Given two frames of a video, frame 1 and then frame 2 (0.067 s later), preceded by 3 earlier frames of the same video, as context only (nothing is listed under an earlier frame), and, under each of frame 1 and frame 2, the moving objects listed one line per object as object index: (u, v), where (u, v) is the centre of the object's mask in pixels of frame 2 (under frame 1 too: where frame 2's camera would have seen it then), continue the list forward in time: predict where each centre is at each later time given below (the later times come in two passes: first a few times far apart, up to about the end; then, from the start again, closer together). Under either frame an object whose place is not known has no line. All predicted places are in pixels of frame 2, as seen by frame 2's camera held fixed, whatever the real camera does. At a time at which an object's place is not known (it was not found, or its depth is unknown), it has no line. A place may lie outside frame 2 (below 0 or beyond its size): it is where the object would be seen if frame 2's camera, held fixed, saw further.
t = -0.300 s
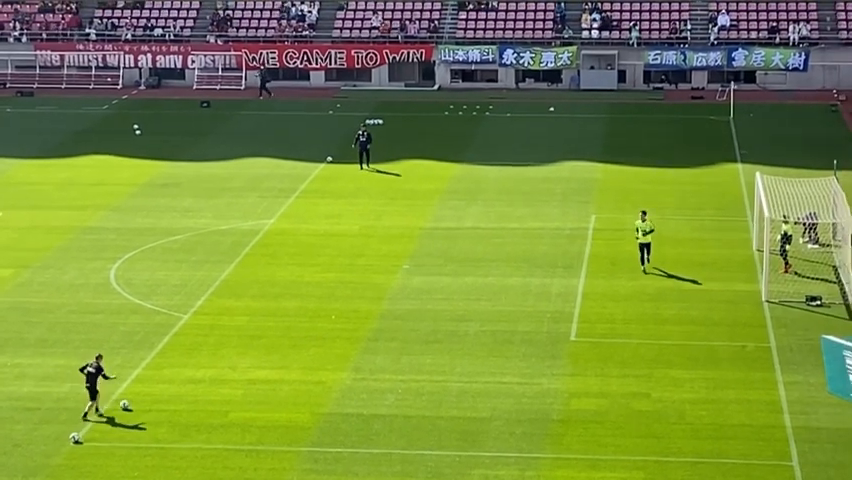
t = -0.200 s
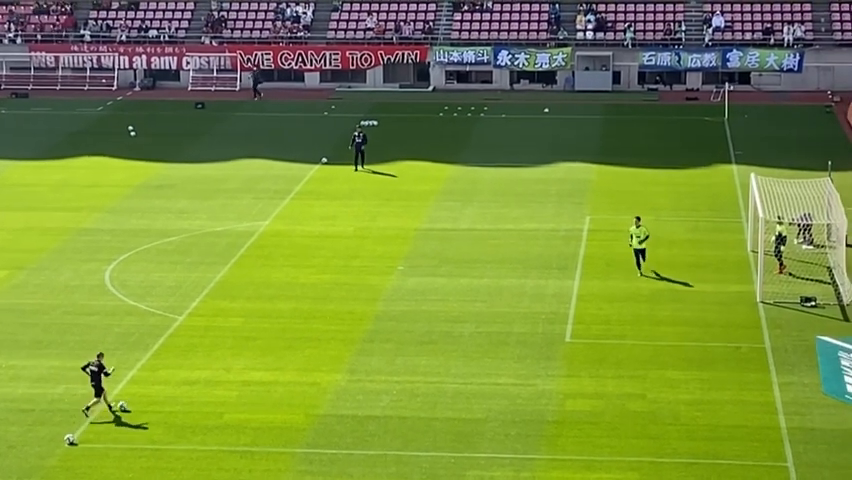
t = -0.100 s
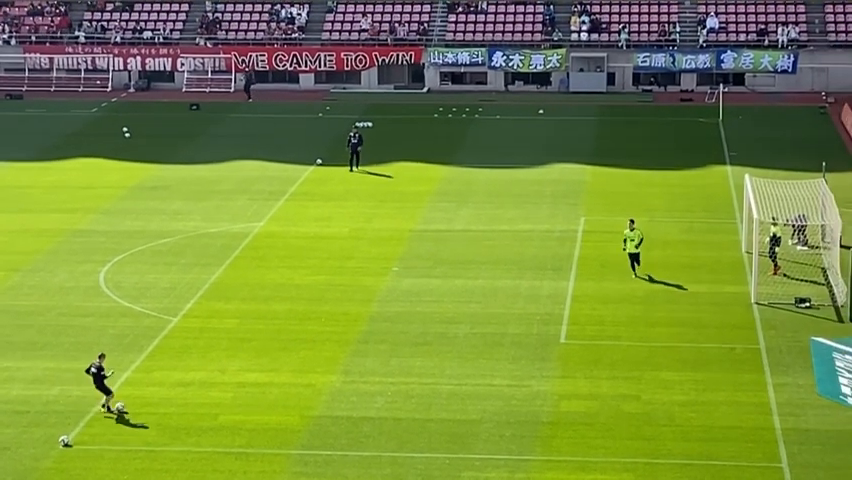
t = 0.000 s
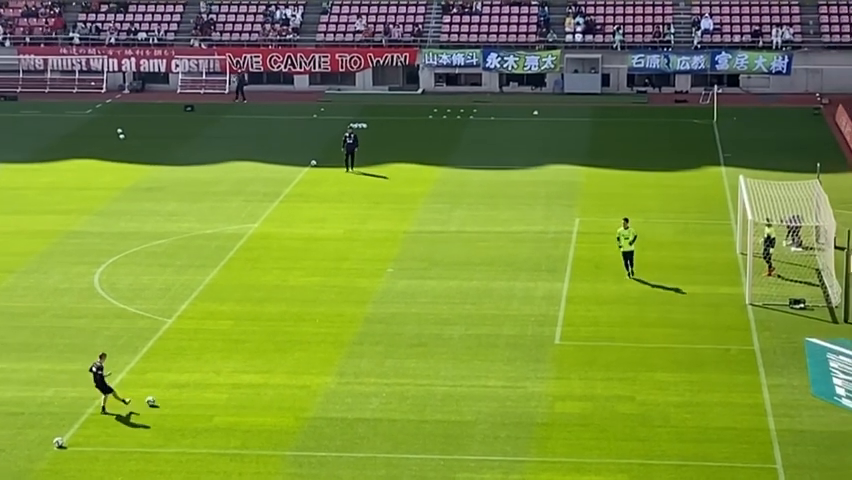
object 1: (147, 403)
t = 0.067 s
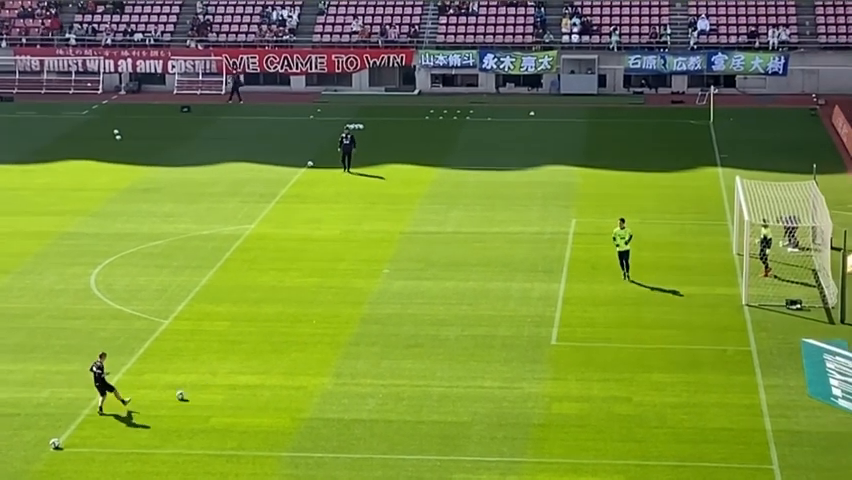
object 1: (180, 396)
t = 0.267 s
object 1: (268, 376)
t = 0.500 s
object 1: (352, 357)
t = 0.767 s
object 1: (429, 341)
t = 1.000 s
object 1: (484, 327)
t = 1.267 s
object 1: (533, 315)
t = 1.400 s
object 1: (551, 310)
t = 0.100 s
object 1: (197, 392)
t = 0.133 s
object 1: (212, 389)
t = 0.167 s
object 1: (227, 386)
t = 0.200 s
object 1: (242, 383)
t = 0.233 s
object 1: (255, 379)
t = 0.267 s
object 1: (268, 376)
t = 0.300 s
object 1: (280, 373)
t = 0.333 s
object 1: (294, 370)
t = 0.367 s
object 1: (307, 368)
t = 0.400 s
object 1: (318, 366)
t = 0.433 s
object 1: (331, 363)
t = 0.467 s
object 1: (341, 360)
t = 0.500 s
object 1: (352, 357)
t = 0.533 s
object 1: (364, 355)
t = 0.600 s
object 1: (384, 351)
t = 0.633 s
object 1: (393, 348)
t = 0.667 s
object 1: (403, 346)
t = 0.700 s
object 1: (412, 343)
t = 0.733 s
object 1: (421, 342)
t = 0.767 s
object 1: (429, 341)
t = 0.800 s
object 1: (438, 339)
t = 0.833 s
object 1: (447, 337)
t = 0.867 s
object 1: (454, 334)
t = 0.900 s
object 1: (462, 332)
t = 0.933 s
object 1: (469, 331)
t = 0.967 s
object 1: (476, 329)
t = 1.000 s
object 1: (484, 327)
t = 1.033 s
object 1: (490, 326)
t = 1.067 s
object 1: (497, 324)
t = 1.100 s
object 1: (503, 322)
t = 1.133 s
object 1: (510, 321)
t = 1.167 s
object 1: (516, 320)
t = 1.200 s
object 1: (521, 318)
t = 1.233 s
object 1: (527, 317)
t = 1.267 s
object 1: (533, 315)
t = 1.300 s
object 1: (537, 314)
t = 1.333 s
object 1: (542, 312)
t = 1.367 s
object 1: (547, 311)
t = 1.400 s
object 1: (551, 310)
